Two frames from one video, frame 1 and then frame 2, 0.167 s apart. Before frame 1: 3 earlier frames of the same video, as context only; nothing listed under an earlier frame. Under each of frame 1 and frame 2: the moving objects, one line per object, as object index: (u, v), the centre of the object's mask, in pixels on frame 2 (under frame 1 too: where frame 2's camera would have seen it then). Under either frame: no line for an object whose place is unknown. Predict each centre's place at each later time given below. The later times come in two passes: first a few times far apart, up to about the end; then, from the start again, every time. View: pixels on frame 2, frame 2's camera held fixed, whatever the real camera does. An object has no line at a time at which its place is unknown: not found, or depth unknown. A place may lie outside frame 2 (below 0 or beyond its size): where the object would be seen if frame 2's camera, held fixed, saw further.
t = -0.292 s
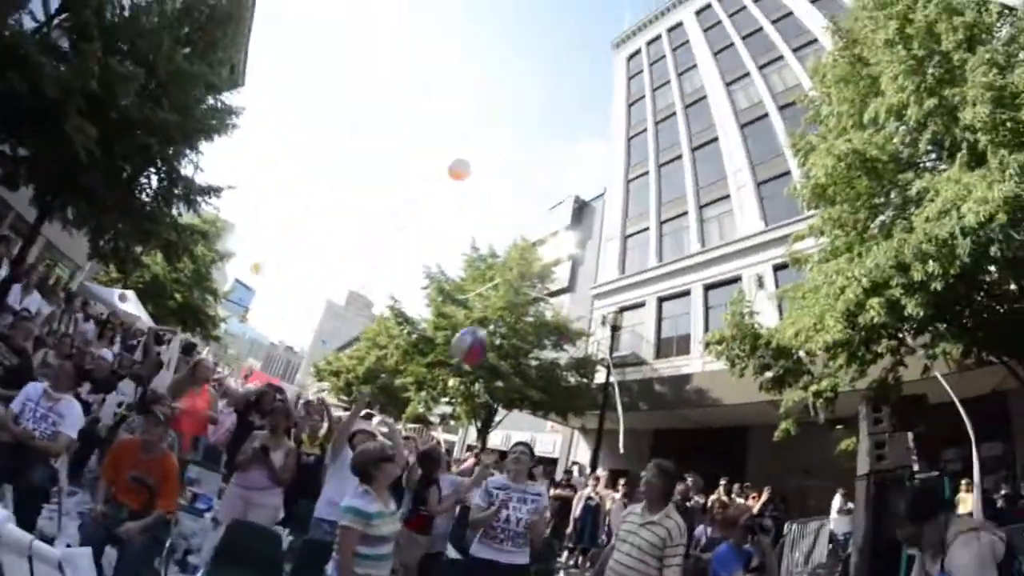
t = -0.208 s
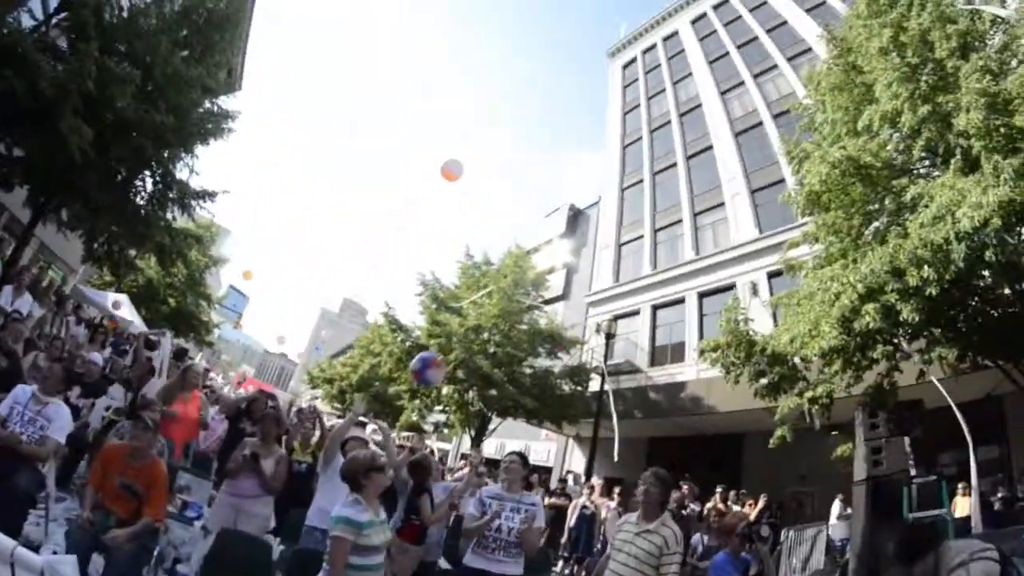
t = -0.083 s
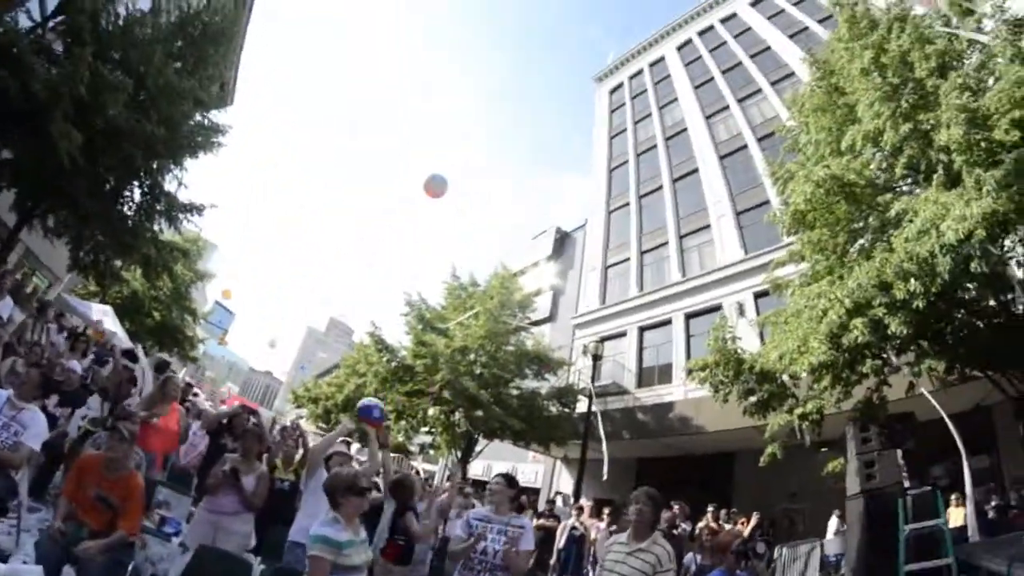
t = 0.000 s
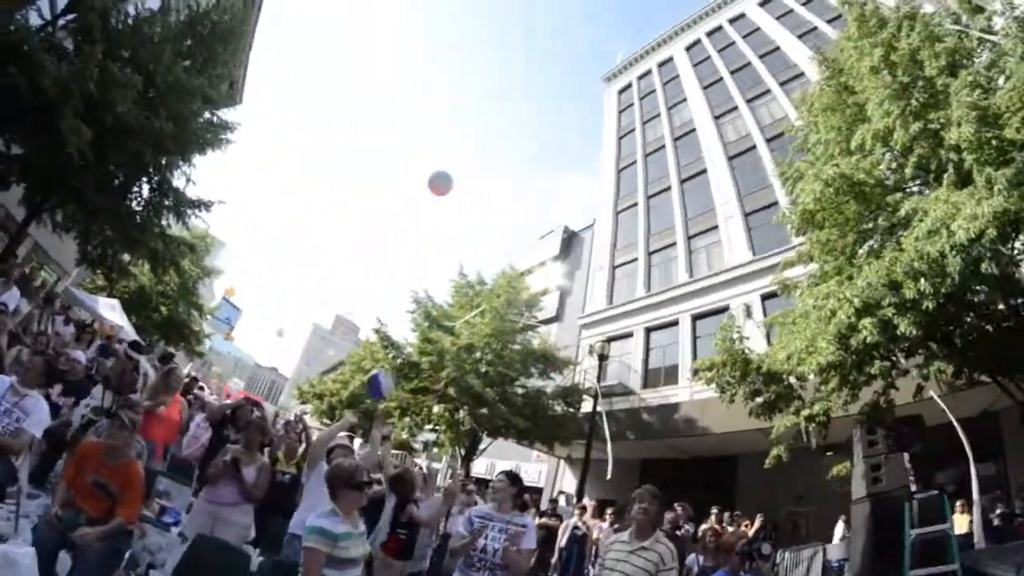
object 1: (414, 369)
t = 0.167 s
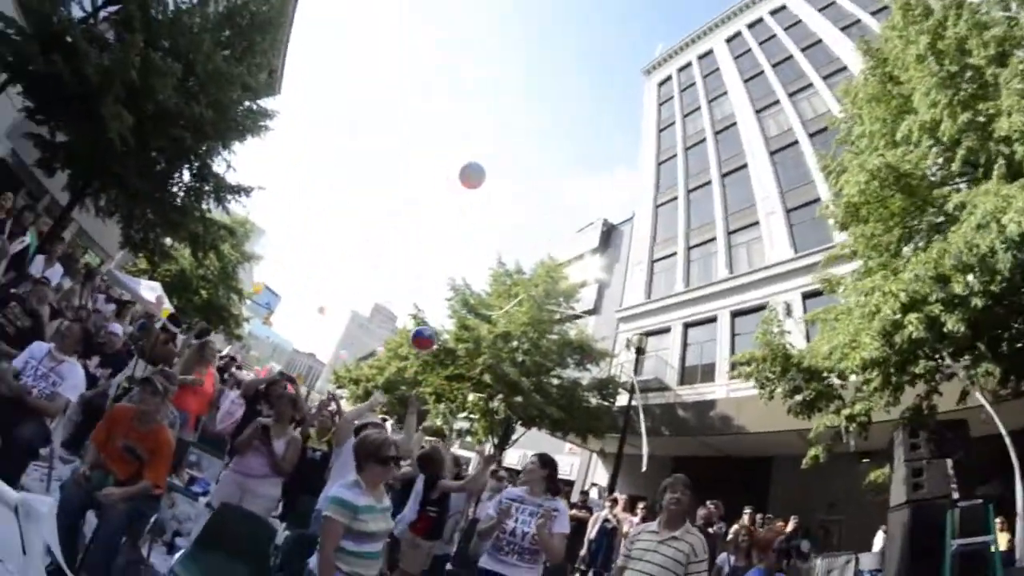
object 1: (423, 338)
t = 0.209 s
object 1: (425, 336)
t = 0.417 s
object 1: (424, 335)
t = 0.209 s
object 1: (425, 336)
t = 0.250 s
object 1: (425, 334)
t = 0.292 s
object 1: (427, 333)
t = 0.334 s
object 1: (426, 332)
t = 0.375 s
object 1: (425, 334)
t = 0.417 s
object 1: (424, 335)
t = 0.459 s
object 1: (422, 340)
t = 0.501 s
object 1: (422, 343)
